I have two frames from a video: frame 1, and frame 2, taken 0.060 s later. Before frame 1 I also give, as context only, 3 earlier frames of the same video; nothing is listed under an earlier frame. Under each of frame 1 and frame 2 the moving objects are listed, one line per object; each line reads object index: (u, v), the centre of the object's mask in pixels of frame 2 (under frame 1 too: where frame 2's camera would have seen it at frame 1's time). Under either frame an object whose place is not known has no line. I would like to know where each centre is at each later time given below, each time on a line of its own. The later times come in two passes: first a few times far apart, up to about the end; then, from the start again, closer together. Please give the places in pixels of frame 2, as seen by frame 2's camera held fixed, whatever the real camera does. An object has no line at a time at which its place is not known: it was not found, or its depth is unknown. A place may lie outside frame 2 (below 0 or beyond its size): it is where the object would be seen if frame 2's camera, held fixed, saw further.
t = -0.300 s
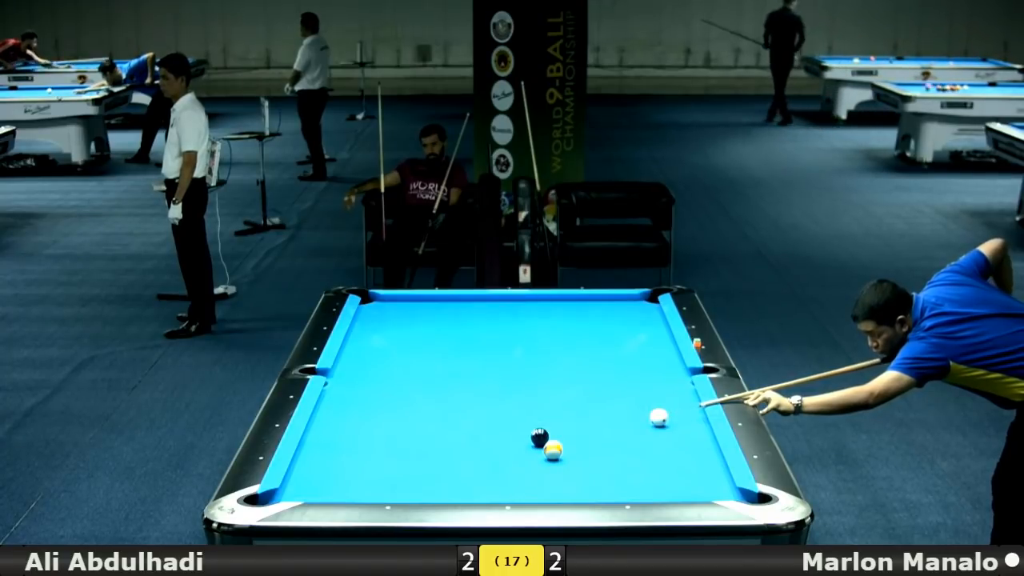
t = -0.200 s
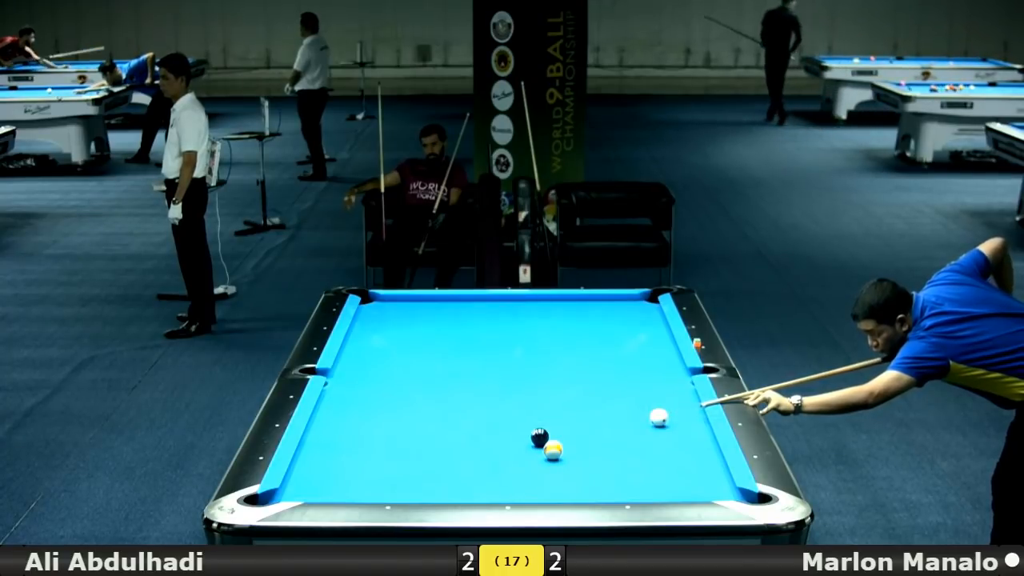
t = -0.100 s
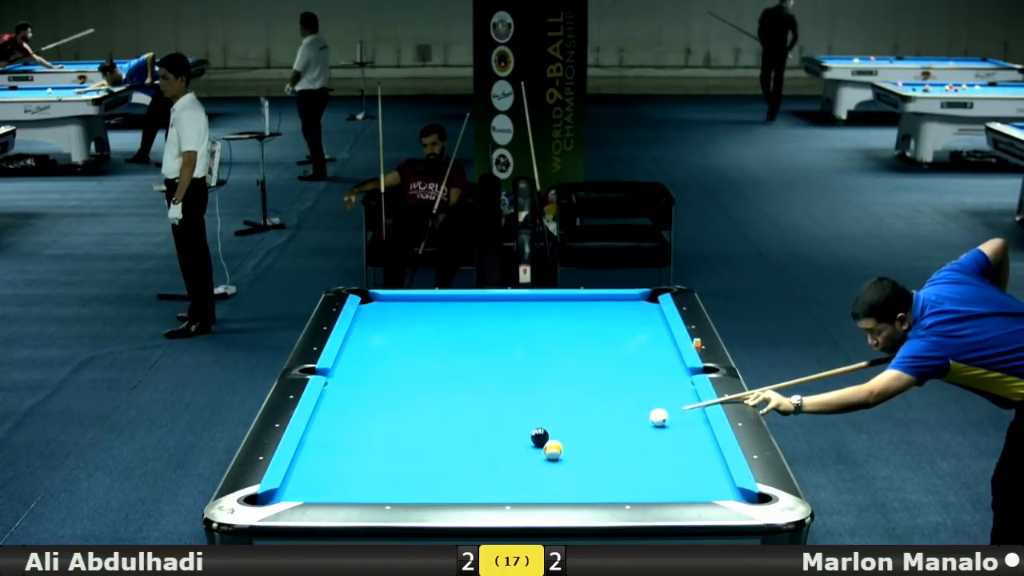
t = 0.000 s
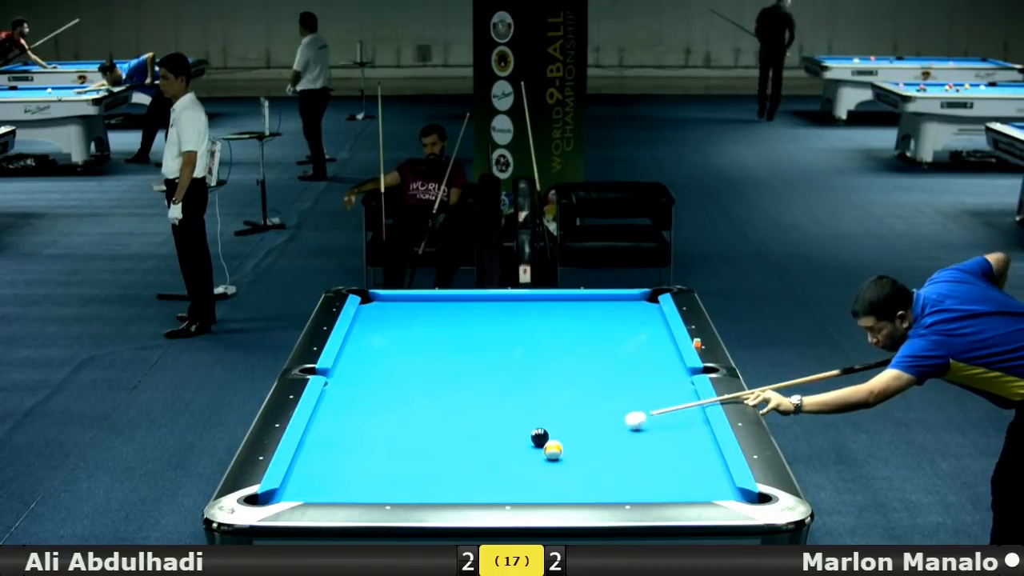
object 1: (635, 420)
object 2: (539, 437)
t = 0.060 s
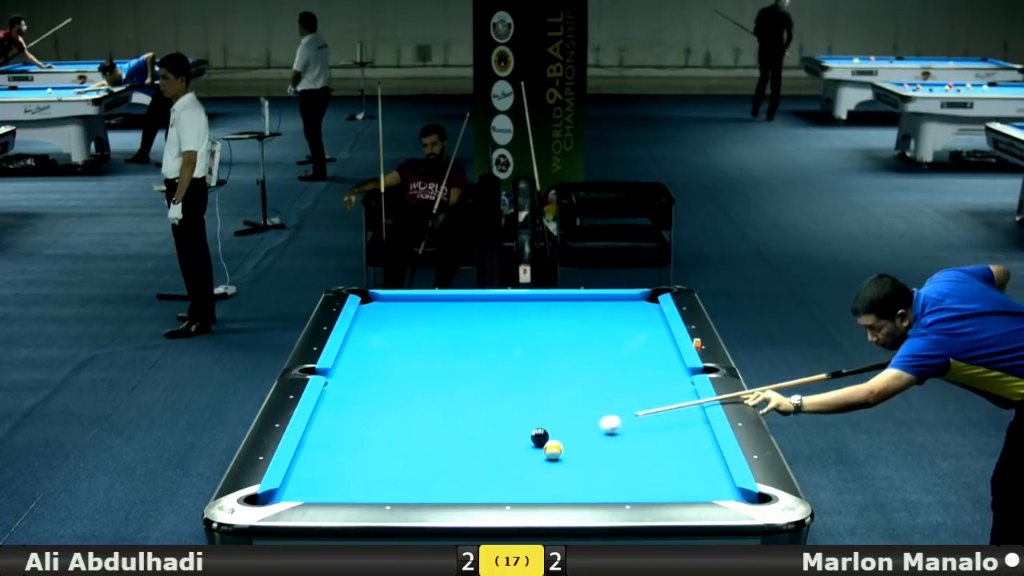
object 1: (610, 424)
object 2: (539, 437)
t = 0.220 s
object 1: (552, 431)
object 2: (528, 440)
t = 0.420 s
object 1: (527, 432)
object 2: (466, 455)
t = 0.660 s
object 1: (492, 431)
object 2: (402, 470)
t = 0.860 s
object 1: (465, 431)
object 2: (348, 482)
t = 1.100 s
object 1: (433, 431)
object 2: (279, 494)
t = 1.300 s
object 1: (408, 431)
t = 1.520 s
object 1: (382, 430)
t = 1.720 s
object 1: (359, 430)
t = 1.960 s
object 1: (333, 430)
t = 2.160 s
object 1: (314, 429)
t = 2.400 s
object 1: (328, 429)
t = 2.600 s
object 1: (339, 429)
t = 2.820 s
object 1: (349, 429)
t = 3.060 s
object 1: (359, 428)
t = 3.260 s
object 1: (366, 428)
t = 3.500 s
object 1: (373, 428)
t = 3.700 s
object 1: (378, 428)
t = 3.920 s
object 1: (383, 428)
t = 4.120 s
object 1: (386, 428)
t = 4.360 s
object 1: (387, 428)
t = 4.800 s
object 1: (388, 428)
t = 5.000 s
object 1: (387, 428)
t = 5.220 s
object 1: (387, 428)
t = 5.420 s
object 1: (387, 428)
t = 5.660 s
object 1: (387, 428)
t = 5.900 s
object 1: (387, 428)
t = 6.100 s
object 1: (387, 428)
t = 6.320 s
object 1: (387, 428)
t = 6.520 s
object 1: (387, 428)
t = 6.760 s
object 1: (387, 428)
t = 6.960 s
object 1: (387, 428)
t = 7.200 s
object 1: (387, 428)
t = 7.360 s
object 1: (387, 428)
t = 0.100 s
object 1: (593, 427)
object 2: (539, 437)
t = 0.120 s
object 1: (584, 429)
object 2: (539, 437)
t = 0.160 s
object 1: (567, 431)
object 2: (539, 437)
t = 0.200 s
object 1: (553, 432)
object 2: (535, 439)
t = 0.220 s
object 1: (552, 431)
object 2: (528, 440)
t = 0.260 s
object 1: (548, 431)
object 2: (514, 444)
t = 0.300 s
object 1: (544, 431)
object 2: (501, 447)
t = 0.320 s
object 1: (542, 432)
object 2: (495, 448)
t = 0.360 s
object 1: (536, 432)
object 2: (483, 451)
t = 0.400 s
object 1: (530, 432)
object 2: (472, 454)
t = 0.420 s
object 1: (527, 432)
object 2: (466, 455)
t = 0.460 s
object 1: (521, 432)
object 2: (456, 457)
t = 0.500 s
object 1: (515, 431)
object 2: (445, 460)
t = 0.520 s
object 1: (512, 431)
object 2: (440, 461)
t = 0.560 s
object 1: (507, 432)
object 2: (429, 463)
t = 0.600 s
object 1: (501, 431)
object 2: (419, 466)
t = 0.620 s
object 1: (498, 431)
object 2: (413, 467)
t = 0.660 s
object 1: (492, 431)
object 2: (402, 470)
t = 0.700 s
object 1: (487, 431)
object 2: (392, 472)
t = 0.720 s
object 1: (484, 431)
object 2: (386, 473)
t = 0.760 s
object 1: (478, 431)
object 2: (375, 476)
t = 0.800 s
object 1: (473, 431)
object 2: (364, 479)
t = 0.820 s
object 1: (470, 431)
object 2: (359, 480)
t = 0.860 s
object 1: (465, 431)
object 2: (348, 482)
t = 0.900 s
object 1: (459, 431)
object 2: (337, 485)
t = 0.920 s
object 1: (457, 431)
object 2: (331, 486)
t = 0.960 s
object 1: (451, 431)
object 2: (320, 487)
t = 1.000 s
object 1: (446, 431)
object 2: (309, 489)
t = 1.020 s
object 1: (443, 431)
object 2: (303, 489)
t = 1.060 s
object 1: (438, 431)
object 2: (291, 491)
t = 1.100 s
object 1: (433, 431)
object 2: (279, 494)
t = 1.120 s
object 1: (431, 431)
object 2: (275, 496)
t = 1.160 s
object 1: (425, 431)
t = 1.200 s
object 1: (421, 431)
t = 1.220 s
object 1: (418, 431)
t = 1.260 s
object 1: (413, 431)
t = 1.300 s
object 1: (408, 431)
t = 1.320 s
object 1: (405, 431)
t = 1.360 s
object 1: (400, 431)
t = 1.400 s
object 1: (396, 431)
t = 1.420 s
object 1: (393, 431)
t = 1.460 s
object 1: (388, 430)
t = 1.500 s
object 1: (384, 430)
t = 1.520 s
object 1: (382, 430)
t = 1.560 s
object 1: (377, 430)
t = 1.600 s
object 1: (372, 430)
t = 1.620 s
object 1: (370, 430)
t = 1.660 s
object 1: (366, 430)
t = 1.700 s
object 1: (361, 430)
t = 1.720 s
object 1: (359, 430)
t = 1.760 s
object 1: (354, 430)
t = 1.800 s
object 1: (350, 430)
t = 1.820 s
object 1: (348, 430)
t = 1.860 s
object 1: (343, 430)
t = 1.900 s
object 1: (339, 430)
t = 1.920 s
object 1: (337, 430)
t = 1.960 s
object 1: (333, 430)
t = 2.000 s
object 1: (329, 430)
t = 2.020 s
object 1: (327, 430)
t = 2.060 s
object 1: (322, 430)
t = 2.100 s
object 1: (318, 430)
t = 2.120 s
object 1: (316, 430)
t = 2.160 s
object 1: (314, 429)
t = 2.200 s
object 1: (317, 429)
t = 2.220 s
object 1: (318, 429)
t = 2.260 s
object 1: (320, 429)
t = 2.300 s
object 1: (322, 429)
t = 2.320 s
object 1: (323, 429)
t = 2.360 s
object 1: (326, 429)
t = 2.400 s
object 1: (328, 429)
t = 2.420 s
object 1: (329, 429)
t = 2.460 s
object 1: (331, 429)
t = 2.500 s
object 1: (334, 429)
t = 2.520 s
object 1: (335, 429)
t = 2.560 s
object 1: (337, 429)
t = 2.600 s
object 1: (339, 429)
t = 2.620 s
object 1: (340, 429)
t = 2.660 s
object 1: (342, 429)
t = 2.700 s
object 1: (344, 429)
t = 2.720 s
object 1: (345, 429)
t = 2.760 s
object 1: (347, 429)
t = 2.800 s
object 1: (348, 429)
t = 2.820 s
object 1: (349, 429)
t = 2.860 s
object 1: (351, 429)
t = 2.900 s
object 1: (353, 429)
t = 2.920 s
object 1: (354, 429)
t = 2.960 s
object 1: (355, 429)
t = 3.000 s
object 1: (357, 429)
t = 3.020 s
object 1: (358, 429)
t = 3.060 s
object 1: (359, 428)
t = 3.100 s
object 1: (361, 428)
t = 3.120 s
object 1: (362, 428)
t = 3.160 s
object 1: (363, 429)
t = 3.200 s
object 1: (365, 428)
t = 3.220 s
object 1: (365, 428)
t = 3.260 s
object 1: (366, 428)
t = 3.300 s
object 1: (368, 428)
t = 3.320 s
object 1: (368, 428)
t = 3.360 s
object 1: (369, 428)
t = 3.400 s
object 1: (371, 428)
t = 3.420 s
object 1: (371, 428)
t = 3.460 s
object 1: (373, 428)
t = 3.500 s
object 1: (373, 428)
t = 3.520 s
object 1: (374, 428)
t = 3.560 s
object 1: (375, 428)
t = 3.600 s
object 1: (376, 428)
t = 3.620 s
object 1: (377, 428)
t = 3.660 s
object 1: (378, 428)
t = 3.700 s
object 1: (378, 428)
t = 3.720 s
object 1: (379, 428)
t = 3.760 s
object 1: (380, 428)
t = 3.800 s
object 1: (381, 428)
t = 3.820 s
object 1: (381, 428)
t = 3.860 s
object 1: (382, 428)
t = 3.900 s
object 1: (382, 428)
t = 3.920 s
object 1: (383, 428)
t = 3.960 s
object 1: (383, 428)
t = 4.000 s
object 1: (384, 428)
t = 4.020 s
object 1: (384, 428)
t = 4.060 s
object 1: (385, 428)
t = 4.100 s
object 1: (385, 428)
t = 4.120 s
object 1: (386, 428)
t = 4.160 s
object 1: (386, 428)
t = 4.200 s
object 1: (386, 428)
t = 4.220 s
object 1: (388, 427)
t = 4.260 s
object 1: (387, 428)
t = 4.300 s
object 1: (387, 428)
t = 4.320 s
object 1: (387, 428)
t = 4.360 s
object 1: (387, 428)
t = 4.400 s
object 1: (387, 428)
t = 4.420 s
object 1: (387, 428)
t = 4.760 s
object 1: (390, 427)
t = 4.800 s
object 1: (388, 428)
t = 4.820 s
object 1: (387, 428)
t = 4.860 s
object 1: (387, 428)
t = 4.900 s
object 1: (387, 428)
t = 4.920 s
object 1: (387, 428)
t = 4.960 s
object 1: (387, 428)
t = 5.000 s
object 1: (387, 428)
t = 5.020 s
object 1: (387, 428)
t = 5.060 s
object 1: (387, 428)
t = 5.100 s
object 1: (387, 428)
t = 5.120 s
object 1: (387, 428)
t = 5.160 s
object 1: (387, 428)
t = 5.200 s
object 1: (387, 428)
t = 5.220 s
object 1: (387, 428)
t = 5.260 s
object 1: (387, 428)
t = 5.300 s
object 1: (387, 428)
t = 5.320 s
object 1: (387, 428)
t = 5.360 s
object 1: (387, 428)
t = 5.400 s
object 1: (387, 428)
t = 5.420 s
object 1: (387, 428)
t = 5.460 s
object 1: (387, 428)
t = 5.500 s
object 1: (387, 428)
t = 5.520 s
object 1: (387, 428)
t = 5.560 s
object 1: (387, 428)
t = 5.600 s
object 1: (387, 428)
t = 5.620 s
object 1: (387, 428)
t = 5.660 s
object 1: (387, 428)
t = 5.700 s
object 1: (387, 428)
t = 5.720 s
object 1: (387, 428)
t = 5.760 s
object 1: (387, 428)
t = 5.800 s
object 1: (387, 428)
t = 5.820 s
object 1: (387, 428)
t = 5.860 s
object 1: (387, 428)
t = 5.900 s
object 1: (387, 428)
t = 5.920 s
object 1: (387, 428)
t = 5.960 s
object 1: (387, 428)
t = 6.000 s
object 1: (387, 428)
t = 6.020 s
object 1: (387, 428)
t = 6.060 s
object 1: (387, 428)
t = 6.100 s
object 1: (387, 428)
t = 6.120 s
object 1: (387, 428)
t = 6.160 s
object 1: (387, 428)
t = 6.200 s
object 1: (387, 428)
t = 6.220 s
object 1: (387, 428)
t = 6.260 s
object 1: (387, 428)
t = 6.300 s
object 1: (387, 428)
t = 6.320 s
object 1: (387, 428)
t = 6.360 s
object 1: (387, 428)
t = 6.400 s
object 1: (387, 428)
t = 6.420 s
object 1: (387, 428)
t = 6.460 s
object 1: (387, 428)
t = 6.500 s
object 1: (387, 428)
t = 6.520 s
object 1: (387, 428)
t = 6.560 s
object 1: (387, 428)
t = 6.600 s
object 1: (387, 428)
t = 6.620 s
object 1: (387, 428)
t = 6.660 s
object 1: (387, 428)
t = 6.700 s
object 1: (387, 428)
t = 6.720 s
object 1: (387, 428)
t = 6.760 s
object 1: (387, 428)
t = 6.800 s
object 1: (387, 428)
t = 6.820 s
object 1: (387, 428)
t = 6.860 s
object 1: (387, 428)
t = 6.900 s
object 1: (387, 428)
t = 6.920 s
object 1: (387, 428)
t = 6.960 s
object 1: (387, 428)
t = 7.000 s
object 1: (387, 428)
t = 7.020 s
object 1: (387, 428)
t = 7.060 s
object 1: (387, 428)
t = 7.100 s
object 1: (387, 428)
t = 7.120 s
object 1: (387, 428)
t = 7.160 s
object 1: (387, 428)
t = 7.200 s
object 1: (387, 428)
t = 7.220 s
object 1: (387, 428)
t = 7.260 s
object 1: (387, 428)
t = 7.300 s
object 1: (387, 428)
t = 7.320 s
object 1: (387, 428)
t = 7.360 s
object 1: (387, 428)
